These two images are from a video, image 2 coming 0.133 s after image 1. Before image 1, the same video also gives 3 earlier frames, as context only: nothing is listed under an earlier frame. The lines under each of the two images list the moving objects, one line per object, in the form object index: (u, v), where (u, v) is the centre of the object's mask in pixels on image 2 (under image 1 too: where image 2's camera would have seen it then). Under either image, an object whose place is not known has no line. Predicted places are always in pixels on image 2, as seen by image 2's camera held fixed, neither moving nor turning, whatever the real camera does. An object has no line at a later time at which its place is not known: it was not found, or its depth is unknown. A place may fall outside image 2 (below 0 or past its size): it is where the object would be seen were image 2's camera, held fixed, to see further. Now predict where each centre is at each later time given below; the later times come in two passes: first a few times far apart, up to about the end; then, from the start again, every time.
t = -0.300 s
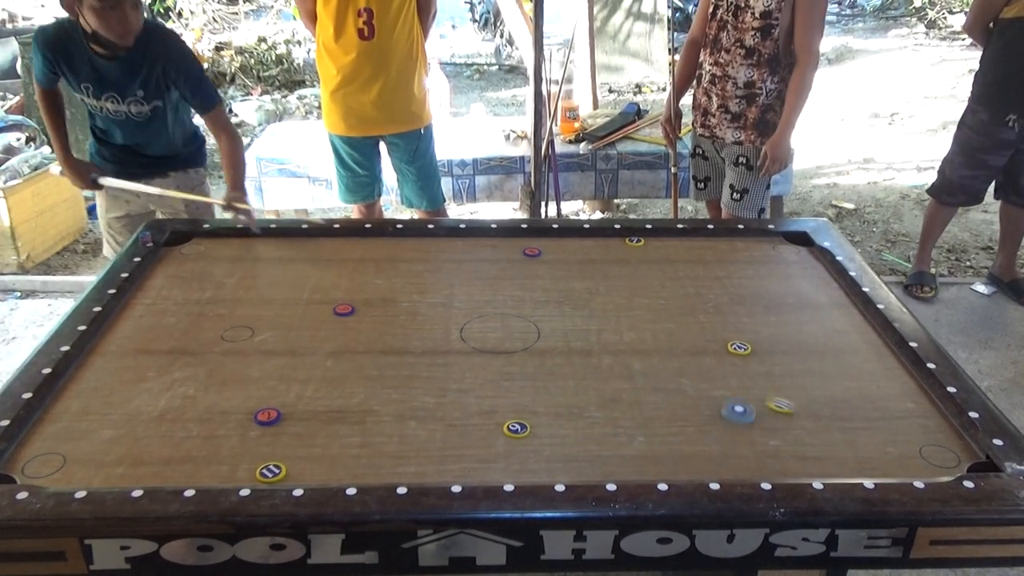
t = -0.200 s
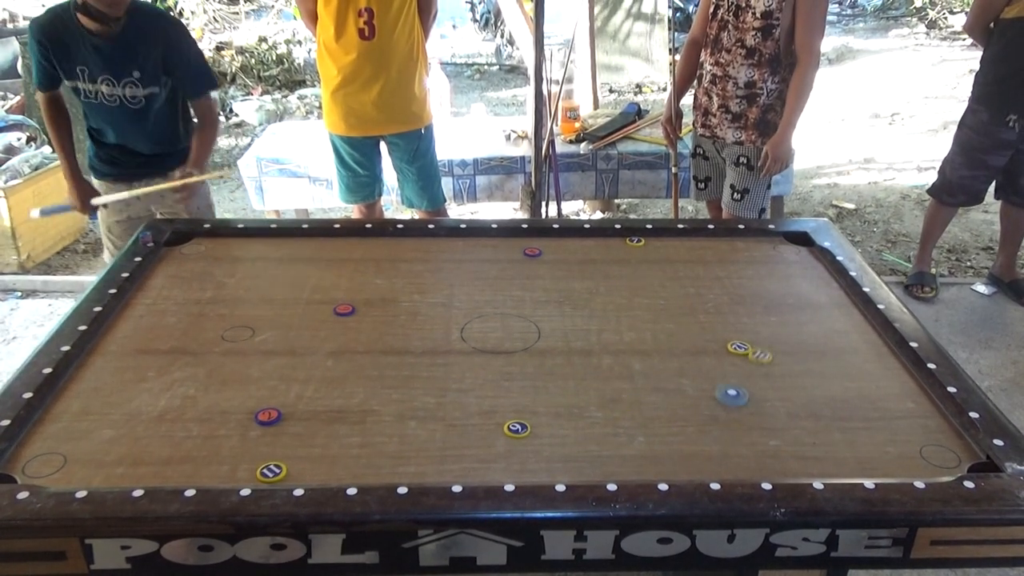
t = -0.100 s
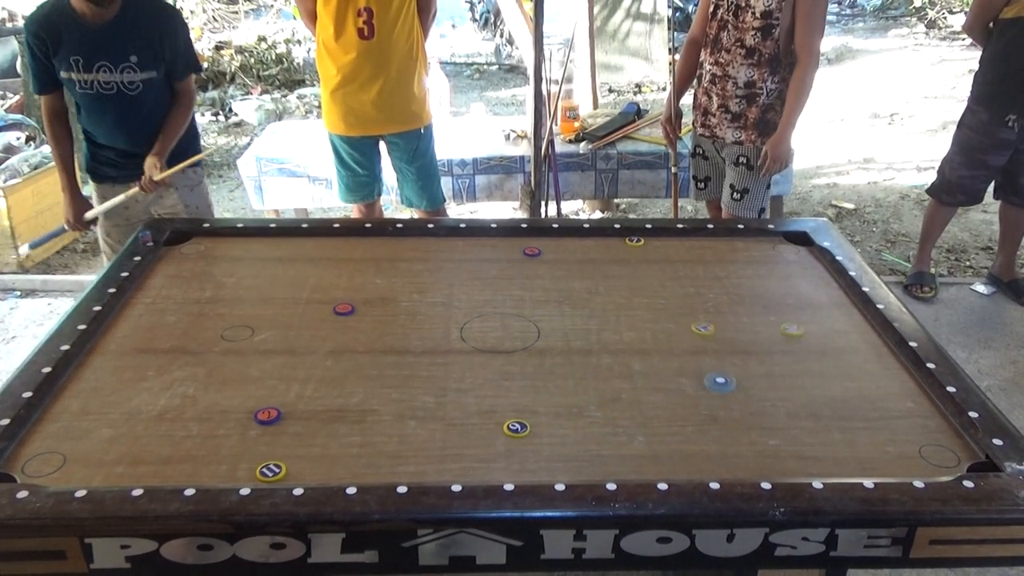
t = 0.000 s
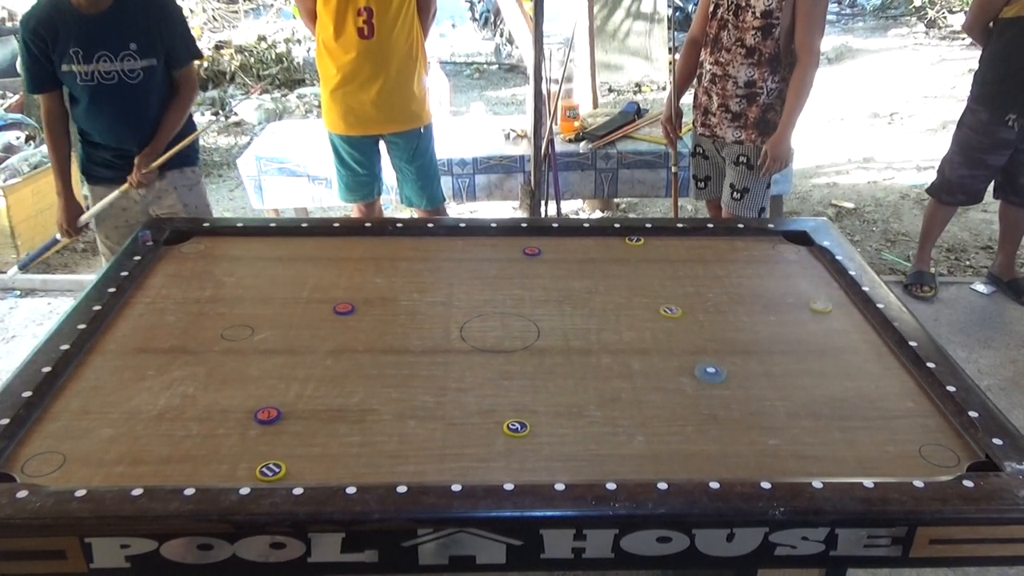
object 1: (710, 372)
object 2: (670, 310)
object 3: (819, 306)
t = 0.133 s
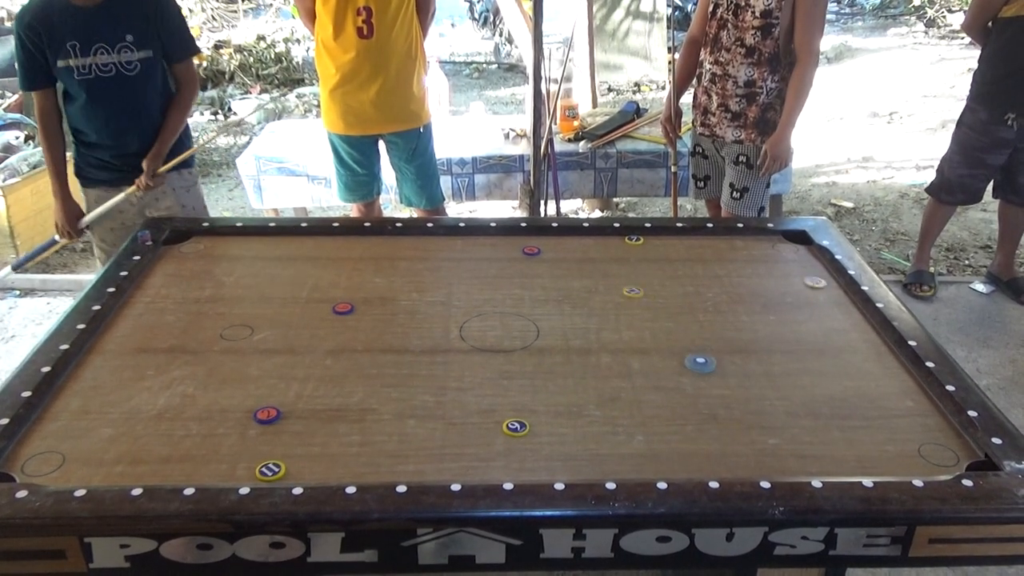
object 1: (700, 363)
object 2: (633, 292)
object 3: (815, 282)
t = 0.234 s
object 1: (695, 358)
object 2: (609, 279)
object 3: (778, 270)
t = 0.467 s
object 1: (690, 354)
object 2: (563, 257)
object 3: (706, 247)
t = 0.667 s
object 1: (690, 354)
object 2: (546, 244)
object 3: (670, 244)
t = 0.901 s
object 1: (690, 354)
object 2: (543, 241)
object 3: (649, 253)
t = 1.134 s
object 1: (690, 354)
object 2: (544, 242)
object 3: (643, 256)
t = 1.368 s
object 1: (690, 354)
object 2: (544, 242)
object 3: (642, 257)
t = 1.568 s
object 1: (690, 354)
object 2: (544, 241)
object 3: (642, 257)
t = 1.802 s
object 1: (690, 354)
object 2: (544, 242)
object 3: (642, 257)
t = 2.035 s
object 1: (690, 354)
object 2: (544, 242)
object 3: (642, 257)
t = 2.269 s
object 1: (690, 355)
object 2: (544, 241)
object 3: (642, 257)
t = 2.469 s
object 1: (690, 355)
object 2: (544, 241)
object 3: (642, 257)
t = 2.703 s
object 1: (690, 355)
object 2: (544, 242)
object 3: (642, 257)
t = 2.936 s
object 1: (690, 355)
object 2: (544, 242)
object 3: (642, 257)
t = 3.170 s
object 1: (690, 355)
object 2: (544, 241)
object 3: (642, 257)
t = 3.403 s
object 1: (690, 355)
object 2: (544, 242)
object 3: (642, 257)
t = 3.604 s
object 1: (690, 355)
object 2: (544, 242)
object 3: (642, 257)
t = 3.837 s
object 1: (690, 354)
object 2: (544, 242)
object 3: (642, 257)
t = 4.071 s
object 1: (690, 355)
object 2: (544, 242)
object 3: (642, 257)
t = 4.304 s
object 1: (690, 355)
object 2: (544, 242)
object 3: (642, 257)
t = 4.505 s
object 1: (690, 354)
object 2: (544, 241)
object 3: (642, 257)
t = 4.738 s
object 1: (690, 354)
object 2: (544, 241)
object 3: (642, 257)
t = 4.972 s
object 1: (690, 354)
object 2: (544, 242)
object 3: (642, 257)
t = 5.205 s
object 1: (690, 354)
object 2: (544, 242)
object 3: (642, 257)
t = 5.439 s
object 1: (690, 354)
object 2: (544, 241)
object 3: (642, 257)
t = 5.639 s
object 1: (690, 354)
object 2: (544, 241)
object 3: (642, 257)
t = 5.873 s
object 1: (690, 354)
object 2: (544, 242)
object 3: (642, 257)
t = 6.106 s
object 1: (690, 354)
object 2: (544, 241)
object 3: (642, 257)
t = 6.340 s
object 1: (690, 354)
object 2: (544, 241)
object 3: (642, 257)
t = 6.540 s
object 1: (690, 354)
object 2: (544, 241)
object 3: (642, 257)
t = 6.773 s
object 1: (690, 353)
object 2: (544, 241)
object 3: (642, 257)
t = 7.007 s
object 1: (690, 354)
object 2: (544, 241)
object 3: (642, 257)
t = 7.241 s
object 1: (690, 353)
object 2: (544, 241)
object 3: (642, 257)
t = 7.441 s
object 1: (690, 353)
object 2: (544, 242)
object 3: (642, 257)
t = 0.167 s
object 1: (698, 361)
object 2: (625, 287)
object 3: (802, 278)
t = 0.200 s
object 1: (696, 359)
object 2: (617, 283)
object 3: (789, 274)
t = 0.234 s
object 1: (695, 358)
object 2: (609, 279)
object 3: (778, 270)
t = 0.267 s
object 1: (693, 357)
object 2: (601, 276)
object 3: (766, 266)
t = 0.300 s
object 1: (692, 356)
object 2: (595, 272)
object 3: (755, 263)
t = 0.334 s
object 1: (691, 355)
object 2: (588, 269)
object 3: (745, 259)
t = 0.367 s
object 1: (690, 355)
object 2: (581, 266)
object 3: (734, 256)
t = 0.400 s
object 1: (690, 355)
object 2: (575, 263)
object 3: (724, 253)
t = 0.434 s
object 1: (690, 355)
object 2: (569, 260)
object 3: (715, 249)
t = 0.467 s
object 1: (690, 354)
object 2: (563, 257)
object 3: (706, 247)
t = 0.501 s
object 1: (690, 354)
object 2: (558, 255)
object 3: (698, 244)
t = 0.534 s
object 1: (690, 354)
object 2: (553, 252)
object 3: (689, 241)
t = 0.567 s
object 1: (690, 354)
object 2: (549, 250)
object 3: (682, 239)
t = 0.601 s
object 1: (690, 354)
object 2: (548, 248)
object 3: (678, 241)
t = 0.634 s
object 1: (690, 355)
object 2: (547, 246)
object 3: (675, 242)
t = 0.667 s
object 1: (690, 354)
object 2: (546, 244)
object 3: (670, 244)
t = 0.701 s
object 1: (690, 355)
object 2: (545, 243)
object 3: (667, 246)
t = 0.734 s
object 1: (690, 355)
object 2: (544, 241)
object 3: (663, 247)
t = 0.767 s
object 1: (690, 354)
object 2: (543, 239)
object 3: (660, 248)
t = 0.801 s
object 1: (690, 354)
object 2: (543, 239)
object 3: (656, 250)
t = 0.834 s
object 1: (690, 354)
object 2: (543, 240)
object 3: (654, 251)
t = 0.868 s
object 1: (690, 354)
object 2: (543, 240)
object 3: (651, 252)
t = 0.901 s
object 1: (690, 354)
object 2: (543, 241)
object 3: (649, 253)
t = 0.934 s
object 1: (690, 354)
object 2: (543, 241)
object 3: (647, 254)
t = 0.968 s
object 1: (690, 354)
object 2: (544, 241)
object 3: (646, 254)
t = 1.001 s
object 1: (690, 354)
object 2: (544, 242)
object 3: (645, 255)
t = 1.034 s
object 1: (690, 354)
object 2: (544, 242)
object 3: (645, 255)
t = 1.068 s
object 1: (690, 354)
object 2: (544, 241)
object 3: (644, 256)
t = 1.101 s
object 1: (690, 354)
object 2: (544, 241)
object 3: (643, 256)
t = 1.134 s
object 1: (690, 354)
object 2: (544, 242)
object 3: (643, 256)
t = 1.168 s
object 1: (690, 354)
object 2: (544, 242)
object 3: (642, 256)
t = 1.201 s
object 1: (690, 354)
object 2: (544, 241)
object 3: (642, 257)
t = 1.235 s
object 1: (690, 354)
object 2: (544, 241)
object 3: (642, 257)
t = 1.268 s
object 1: (690, 354)
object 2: (544, 242)
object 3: (642, 257)
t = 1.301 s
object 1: (690, 354)
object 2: (544, 242)
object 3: (642, 257)
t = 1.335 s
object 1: (690, 354)
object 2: (544, 241)
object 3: (642, 257)
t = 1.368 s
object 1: (690, 354)
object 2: (544, 242)
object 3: (642, 257)
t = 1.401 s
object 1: (690, 354)
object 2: (544, 241)
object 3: (642, 257)
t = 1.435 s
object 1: (690, 354)
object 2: (544, 242)
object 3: (642, 257)
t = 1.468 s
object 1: (690, 354)
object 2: (544, 242)
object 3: (642, 257)
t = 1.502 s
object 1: (690, 354)
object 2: (544, 241)
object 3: (642, 257)
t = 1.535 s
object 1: (690, 354)
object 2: (544, 242)
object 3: (642, 257)
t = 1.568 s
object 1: (690, 354)
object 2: (544, 241)
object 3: (642, 257)
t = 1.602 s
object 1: (690, 354)
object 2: (544, 241)
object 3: (642, 257)
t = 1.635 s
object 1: (690, 354)
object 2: (544, 242)
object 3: (642, 257)
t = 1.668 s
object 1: (690, 354)
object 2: (544, 242)
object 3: (642, 257)
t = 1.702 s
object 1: (690, 354)
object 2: (544, 242)
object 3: (642, 257)
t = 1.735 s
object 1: (690, 354)
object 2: (544, 242)
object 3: (642, 257)
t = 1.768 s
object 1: (690, 354)
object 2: (544, 242)
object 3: (642, 257)
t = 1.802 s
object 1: (690, 354)
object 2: (544, 242)
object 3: (642, 257)
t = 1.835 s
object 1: (690, 354)
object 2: (544, 242)
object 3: (642, 257)
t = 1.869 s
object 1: (690, 354)
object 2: (544, 242)
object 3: (642, 257)
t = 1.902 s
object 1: (690, 354)
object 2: (544, 242)
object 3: (642, 257)
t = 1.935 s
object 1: (690, 354)
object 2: (544, 241)
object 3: (642, 257)
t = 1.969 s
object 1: (690, 354)
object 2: (544, 241)
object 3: (642, 257)
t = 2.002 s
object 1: (690, 354)
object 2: (544, 241)
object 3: (642, 257)
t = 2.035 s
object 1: (690, 354)
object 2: (544, 242)
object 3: (642, 257)
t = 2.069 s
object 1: (690, 355)
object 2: (544, 242)
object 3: (642, 257)
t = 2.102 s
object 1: (690, 354)
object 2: (544, 242)
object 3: (642, 257)
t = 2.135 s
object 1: (690, 354)
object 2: (544, 242)
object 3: (642, 257)
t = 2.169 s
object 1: (690, 355)
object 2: (544, 241)
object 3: (642, 257)
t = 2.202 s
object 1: (690, 355)
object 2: (544, 241)
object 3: (642, 257)
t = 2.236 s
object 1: (690, 355)
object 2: (544, 241)
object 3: (642, 257)
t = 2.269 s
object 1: (690, 355)
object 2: (544, 241)
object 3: (642, 257)
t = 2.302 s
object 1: (690, 355)
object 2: (544, 241)
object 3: (642, 257)
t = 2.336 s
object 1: (690, 355)
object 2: (544, 241)
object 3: (642, 257)
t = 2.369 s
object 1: (690, 355)
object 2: (544, 242)
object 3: (642, 257)
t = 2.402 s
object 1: (690, 355)
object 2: (544, 241)
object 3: (642, 257)
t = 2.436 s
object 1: (690, 355)
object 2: (544, 241)
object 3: (642, 257)
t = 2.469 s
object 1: (690, 355)
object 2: (544, 241)
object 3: (642, 257)
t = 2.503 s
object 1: (690, 355)
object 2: (544, 241)
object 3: (642, 257)
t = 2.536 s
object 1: (690, 355)
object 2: (544, 241)
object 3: (642, 257)
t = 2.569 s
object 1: (690, 355)
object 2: (544, 242)
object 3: (642, 257)
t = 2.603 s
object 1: (690, 355)
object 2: (544, 242)
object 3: (642, 257)
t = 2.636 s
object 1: (690, 355)
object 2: (544, 242)
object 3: (642, 257)
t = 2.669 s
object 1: (690, 355)
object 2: (544, 242)
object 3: (642, 257)
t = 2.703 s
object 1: (690, 355)
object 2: (544, 242)
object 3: (642, 257)
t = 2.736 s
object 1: (690, 355)
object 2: (544, 242)
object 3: (642, 257)
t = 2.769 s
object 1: (690, 355)
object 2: (544, 242)
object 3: (642, 257)
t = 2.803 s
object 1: (690, 355)
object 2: (544, 242)
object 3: (642, 257)
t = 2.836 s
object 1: (690, 355)
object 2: (544, 242)
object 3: (642, 257)
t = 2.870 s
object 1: (690, 355)
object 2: (544, 242)
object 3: (642, 257)
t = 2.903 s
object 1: (690, 355)
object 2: (544, 242)
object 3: (642, 257)
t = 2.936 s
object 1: (690, 355)
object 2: (544, 242)
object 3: (642, 257)
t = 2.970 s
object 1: (690, 355)
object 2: (544, 242)
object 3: (642, 257)
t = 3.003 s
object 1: (690, 355)
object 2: (544, 241)
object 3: (642, 257)
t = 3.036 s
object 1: (690, 355)
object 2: (544, 242)
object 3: (642, 257)
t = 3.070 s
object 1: (690, 355)
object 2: (544, 242)
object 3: (642, 257)
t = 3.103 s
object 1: (690, 355)
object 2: (544, 241)
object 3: (642, 257)
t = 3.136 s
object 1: (690, 355)
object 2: (544, 242)
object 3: (642, 257)
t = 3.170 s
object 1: (690, 355)
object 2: (544, 241)
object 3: (642, 257)
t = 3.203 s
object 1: (690, 355)
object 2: (544, 242)
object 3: (642, 257)
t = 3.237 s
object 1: (690, 355)
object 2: (544, 242)
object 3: (642, 257)
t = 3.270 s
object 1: (690, 355)
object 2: (544, 241)
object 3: (642, 257)
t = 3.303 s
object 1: (690, 355)
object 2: (544, 242)
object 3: (642, 257)
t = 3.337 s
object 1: (690, 355)
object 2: (544, 242)
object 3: (642, 257)
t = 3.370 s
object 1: (690, 355)
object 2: (544, 242)
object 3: (642, 257)
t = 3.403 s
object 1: (690, 355)
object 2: (544, 242)
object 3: (642, 257)
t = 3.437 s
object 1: (690, 355)
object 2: (544, 242)
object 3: (642, 257)
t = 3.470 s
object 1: (690, 355)
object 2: (544, 241)
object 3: (642, 257)
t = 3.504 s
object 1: (690, 355)
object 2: (544, 241)
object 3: (642, 257)
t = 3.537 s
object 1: (690, 355)
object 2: (544, 241)
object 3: (642, 257)
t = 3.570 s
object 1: (690, 355)
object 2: (544, 242)
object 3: (642, 257)
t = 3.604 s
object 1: (690, 355)
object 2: (544, 242)
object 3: (642, 257)
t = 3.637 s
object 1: (690, 355)
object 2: (544, 242)
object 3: (642, 257)
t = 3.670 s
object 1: (690, 355)
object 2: (543, 241)
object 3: (642, 257)
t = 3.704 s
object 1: (690, 355)
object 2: (544, 241)
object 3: (642, 257)
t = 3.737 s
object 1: (690, 355)
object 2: (544, 242)
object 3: (642, 257)
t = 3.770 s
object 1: (690, 354)
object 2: (544, 242)
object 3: (642, 257)
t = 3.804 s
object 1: (690, 354)
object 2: (544, 242)
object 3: (642, 257)
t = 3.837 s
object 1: (690, 354)
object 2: (544, 242)
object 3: (642, 257)
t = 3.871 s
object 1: (690, 354)
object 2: (544, 242)
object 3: (642, 257)
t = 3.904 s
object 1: (690, 355)
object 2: (544, 242)
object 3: (642, 257)
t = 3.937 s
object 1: (690, 354)
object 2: (544, 242)
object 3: (642, 257)
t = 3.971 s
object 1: (690, 354)
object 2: (544, 242)
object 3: (642, 257)
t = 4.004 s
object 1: (690, 355)
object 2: (544, 242)
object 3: (642, 257)
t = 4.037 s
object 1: (690, 355)
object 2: (544, 241)
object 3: (642, 257)
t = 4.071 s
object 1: (690, 355)
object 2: (544, 242)
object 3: (642, 257)
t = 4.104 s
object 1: (690, 355)
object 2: (544, 242)
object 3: (642, 257)
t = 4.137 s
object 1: (690, 355)
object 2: (543, 241)
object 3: (642, 257)
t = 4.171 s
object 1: (690, 355)
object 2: (544, 241)
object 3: (642, 257)
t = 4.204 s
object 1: (690, 354)
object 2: (544, 241)
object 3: (642, 257)
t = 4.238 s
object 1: (690, 355)
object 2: (544, 241)
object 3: (642, 257)
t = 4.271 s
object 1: (690, 355)
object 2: (544, 241)
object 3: (642, 257)
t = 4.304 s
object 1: (690, 355)
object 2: (544, 242)
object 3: (642, 257)
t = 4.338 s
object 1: (690, 354)
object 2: (544, 241)
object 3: (642, 257)
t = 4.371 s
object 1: (690, 354)
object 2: (544, 241)
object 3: (642, 257)
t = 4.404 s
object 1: (690, 354)
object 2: (544, 241)
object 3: (642, 257)
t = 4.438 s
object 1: (690, 355)
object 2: (543, 241)
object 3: (642, 257)
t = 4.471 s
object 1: (690, 354)
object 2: (544, 241)
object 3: (642, 257)
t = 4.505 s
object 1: (690, 354)
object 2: (544, 241)
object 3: (642, 257)
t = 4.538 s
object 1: (690, 354)
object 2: (544, 241)
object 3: (642, 257)
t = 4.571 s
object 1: (690, 354)
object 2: (543, 241)
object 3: (642, 257)
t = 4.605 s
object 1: (690, 354)
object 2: (543, 241)
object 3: (642, 257)
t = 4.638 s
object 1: (690, 354)
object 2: (544, 241)
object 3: (642, 257)
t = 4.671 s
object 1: (690, 354)
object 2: (544, 241)
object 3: (642, 257)
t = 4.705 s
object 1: (690, 354)
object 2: (544, 241)
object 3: (642, 257)
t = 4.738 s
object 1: (690, 354)
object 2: (544, 241)
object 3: (642, 257)
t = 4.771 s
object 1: (690, 354)
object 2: (543, 241)
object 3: (642, 257)
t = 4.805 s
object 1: (690, 354)
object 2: (544, 241)
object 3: (642, 257)
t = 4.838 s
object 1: (690, 354)
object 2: (544, 241)
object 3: (642, 257)
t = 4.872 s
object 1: (690, 354)
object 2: (544, 241)
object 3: (642, 257)
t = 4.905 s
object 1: (690, 354)
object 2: (544, 241)
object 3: (642, 257)
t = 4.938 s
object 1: (690, 354)
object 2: (544, 241)
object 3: (642, 257)
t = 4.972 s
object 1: (690, 354)
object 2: (544, 242)
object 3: (642, 257)
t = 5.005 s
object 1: (690, 354)
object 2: (544, 241)
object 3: (642, 257)
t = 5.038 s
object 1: (690, 354)
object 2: (544, 241)
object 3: (642, 257)
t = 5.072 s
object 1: (690, 354)
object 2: (544, 241)
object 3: (642, 257)
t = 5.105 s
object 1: (690, 354)
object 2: (544, 241)
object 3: (642, 257)
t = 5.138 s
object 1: (690, 354)
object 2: (544, 241)
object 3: (642, 257)
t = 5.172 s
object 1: (690, 354)
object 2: (544, 241)
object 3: (642, 257)
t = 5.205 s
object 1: (690, 354)
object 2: (544, 242)
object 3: (642, 257)
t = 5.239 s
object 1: (690, 354)
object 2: (544, 241)
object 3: (642, 257)
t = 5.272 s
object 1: (690, 355)
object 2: (544, 241)
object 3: (642, 257)
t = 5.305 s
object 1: (690, 354)
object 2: (544, 242)
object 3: (642, 257)
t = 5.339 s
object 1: (690, 354)
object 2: (544, 241)
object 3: (642, 257)
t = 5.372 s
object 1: (690, 354)
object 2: (544, 242)
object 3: (642, 257)
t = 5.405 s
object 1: (690, 354)
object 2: (544, 241)
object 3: (642, 257)
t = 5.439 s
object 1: (690, 354)
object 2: (544, 241)
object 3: (642, 257)
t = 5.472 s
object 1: (690, 354)
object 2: (544, 241)
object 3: (642, 257)
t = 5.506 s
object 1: (690, 354)
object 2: (544, 241)
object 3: (642, 257)
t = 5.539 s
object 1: (690, 354)
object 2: (544, 241)
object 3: (642, 257)
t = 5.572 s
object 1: (690, 354)
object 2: (544, 242)
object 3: (642, 257)
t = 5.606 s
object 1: (690, 354)
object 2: (544, 242)
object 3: (642, 257)
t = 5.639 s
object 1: (690, 354)
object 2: (544, 241)
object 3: (642, 257)
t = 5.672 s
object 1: (690, 354)
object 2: (544, 241)
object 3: (642, 257)
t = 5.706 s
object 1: (690, 354)
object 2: (544, 241)
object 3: (642, 257)
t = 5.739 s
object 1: (690, 354)
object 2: (544, 241)
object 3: (642, 257)
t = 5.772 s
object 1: (690, 354)
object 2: (544, 241)
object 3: (642, 257)
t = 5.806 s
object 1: (690, 354)
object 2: (544, 241)
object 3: (642, 257)
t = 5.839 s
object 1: (690, 354)
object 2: (544, 242)
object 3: (642, 257)
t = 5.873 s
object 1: (690, 354)
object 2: (544, 242)
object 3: (642, 257)
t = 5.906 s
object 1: (690, 354)
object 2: (544, 241)
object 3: (642, 257)
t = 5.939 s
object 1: (690, 354)
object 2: (544, 242)
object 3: (642, 257)
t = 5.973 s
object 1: (690, 354)
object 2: (544, 241)
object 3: (642, 257)
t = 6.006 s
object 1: (690, 354)
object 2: (544, 241)
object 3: (642, 257)
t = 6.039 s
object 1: (690, 354)
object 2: (544, 241)
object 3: (642, 257)
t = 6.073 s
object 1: (690, 354)
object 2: (544, 241)
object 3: (642, 257)
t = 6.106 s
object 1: (690, 354)
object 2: (544, 241)
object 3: (642, 257)
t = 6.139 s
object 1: (690, 354)
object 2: (544, 241)
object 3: (642, 257)
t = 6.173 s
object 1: (690, 354)
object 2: (544, 241)
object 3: (642, 257)
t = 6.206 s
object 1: (690, 354)
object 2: (544, 241)
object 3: (642, 257)
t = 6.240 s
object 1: (690, 354)
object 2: (544, 241)
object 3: (642, 257)
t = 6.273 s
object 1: (690, 354)
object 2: (544, 241)
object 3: (642, 257)
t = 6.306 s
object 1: (690, 354)
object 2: (544, 241)
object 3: (642, 257)
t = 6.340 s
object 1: (690, 354)
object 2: (544, 241)
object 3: (642, 257)
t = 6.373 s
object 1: (690, 354)
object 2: (544, 241)
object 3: (642, 257)
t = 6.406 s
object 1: (690, 354)
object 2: (544, 241)
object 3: (642, 257)
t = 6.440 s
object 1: (690, 354)
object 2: (544, 241)
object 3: (642, 257)
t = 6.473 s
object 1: (690, 354)
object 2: (544, 241)
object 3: (642, 257)
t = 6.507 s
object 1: (690, 354)
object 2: (544, 241)
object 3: (642, 257)
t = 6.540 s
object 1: (690, 354)
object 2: (544, 241)
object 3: (642, 257)
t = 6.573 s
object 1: (690, 354)
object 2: (544, 241)
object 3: (642, 257)
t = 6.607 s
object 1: (690, 354)
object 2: (544, 241)
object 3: (642, 257)
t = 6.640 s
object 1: (690, 354)
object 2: (544, 241)
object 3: (642, 257)
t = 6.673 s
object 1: (690, 354)
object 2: (544, 241)
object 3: (642, 257)
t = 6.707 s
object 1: (690, 354)
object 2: (544, 241)
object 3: (642, 257)
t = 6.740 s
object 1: (690, 354)
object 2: (544, 241)
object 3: (642, 257)
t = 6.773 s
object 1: (690, 353)
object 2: (544, 241)
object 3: (642, 257)
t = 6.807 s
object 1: (690, 354)
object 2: (544, 241)
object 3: (642, 257)
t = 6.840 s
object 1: (690, 354)
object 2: (544, 241)
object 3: (642, 257)
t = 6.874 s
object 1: (690, 354)
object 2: (544, 241)
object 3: (642, 257)
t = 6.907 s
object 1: (690, 354)
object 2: (544, 241)
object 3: (642, 257)
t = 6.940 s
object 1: (690, 354)
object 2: (544, 241)
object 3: (642, 257)
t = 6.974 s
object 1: (690, 354)
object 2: (544, 241)
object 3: (642, 257)
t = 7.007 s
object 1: (690, 354)
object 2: (544, 241)
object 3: (642, 257)
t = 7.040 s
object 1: (690, 354)
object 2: (544, 241)
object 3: (642, 257)
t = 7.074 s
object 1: (690, 354)
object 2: (544, 241)
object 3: (642, 257)
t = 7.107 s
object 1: (690, 354)
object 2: (544, 241)
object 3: (642, 257)
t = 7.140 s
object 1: (690, 354)
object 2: (544, 241)
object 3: (642, 257)
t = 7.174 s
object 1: (690, 354)
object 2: (544, 241)
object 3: (642, 257)
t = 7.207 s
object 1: (690, 353)
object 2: (544, 242)
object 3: (642, 257)
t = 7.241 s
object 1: (690, 353)
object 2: (544, 241)
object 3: (642, 257)
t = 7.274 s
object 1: (690, 353)
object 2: (544, 241)
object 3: (642, 257)
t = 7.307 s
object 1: (690, 354)
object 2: (544, 241)
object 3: (642, 257)
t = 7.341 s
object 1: (690, 353)
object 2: (544, 241)
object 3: (642, 257)
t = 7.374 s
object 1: (690, 353)
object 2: (544, 241)
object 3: (642, 257)
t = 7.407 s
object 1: (690, 353)
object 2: (544, 241)
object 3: (642, 257)
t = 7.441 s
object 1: (690, 353)
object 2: (544, 242)
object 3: (642, 257)
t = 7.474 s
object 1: (690, 354)
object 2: (544, 241)
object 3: (642, 257)
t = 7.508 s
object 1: (690, 353)
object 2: (544, 241)
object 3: (642, 257)
